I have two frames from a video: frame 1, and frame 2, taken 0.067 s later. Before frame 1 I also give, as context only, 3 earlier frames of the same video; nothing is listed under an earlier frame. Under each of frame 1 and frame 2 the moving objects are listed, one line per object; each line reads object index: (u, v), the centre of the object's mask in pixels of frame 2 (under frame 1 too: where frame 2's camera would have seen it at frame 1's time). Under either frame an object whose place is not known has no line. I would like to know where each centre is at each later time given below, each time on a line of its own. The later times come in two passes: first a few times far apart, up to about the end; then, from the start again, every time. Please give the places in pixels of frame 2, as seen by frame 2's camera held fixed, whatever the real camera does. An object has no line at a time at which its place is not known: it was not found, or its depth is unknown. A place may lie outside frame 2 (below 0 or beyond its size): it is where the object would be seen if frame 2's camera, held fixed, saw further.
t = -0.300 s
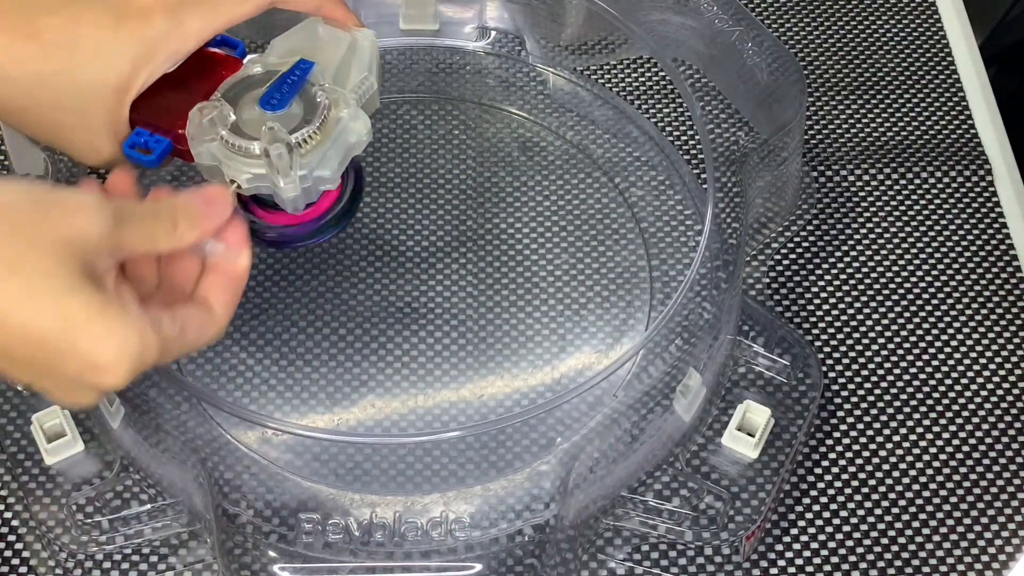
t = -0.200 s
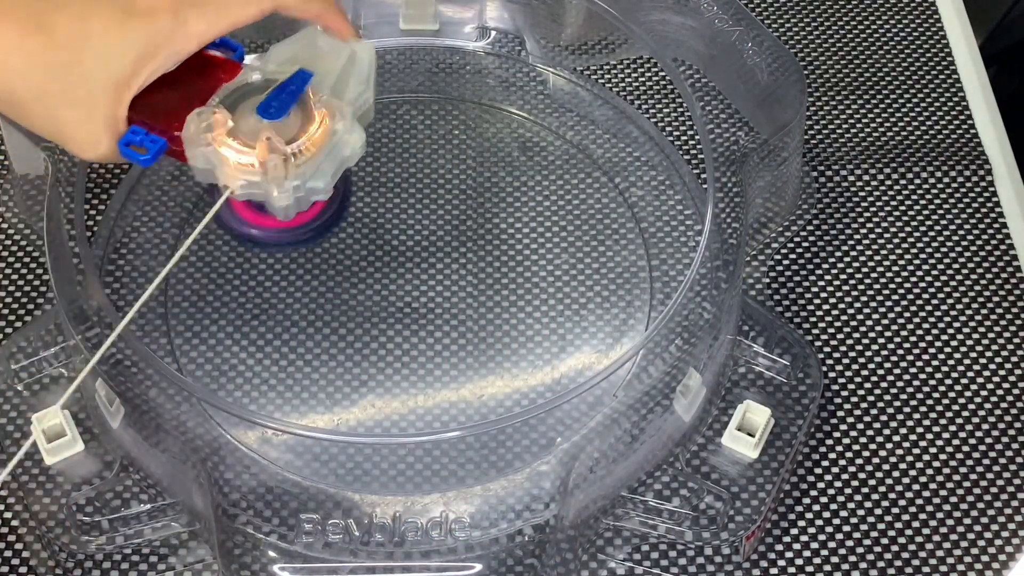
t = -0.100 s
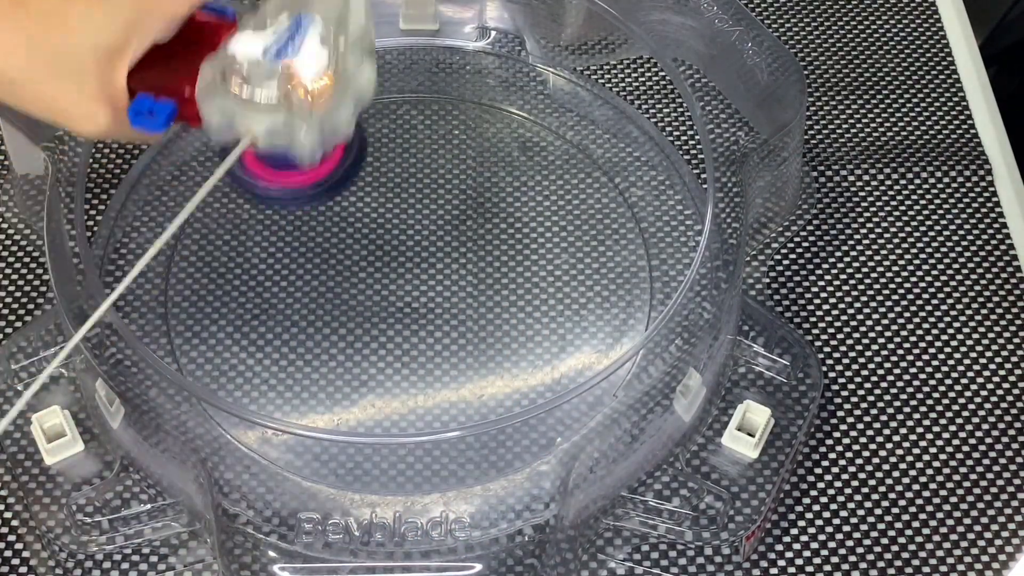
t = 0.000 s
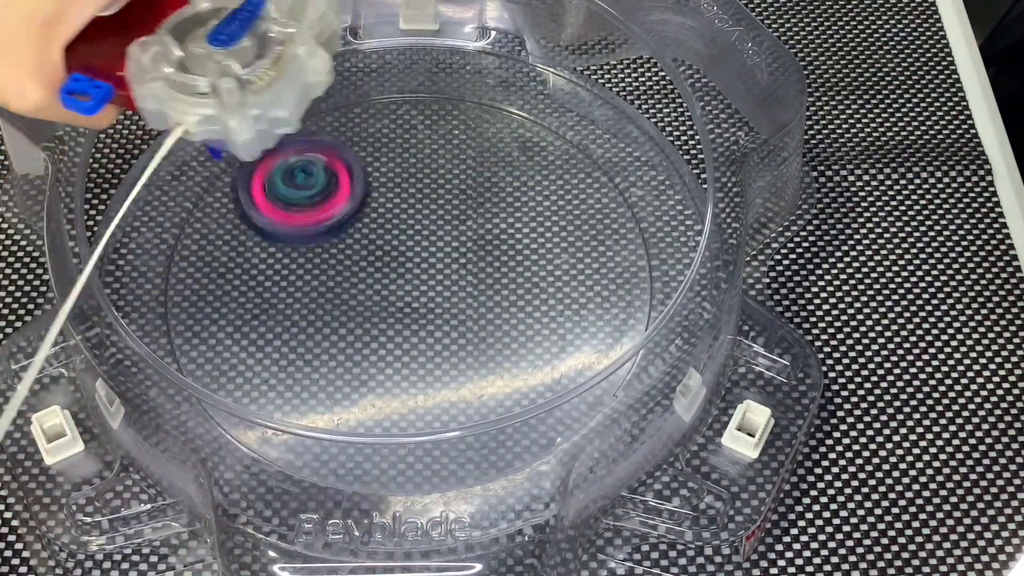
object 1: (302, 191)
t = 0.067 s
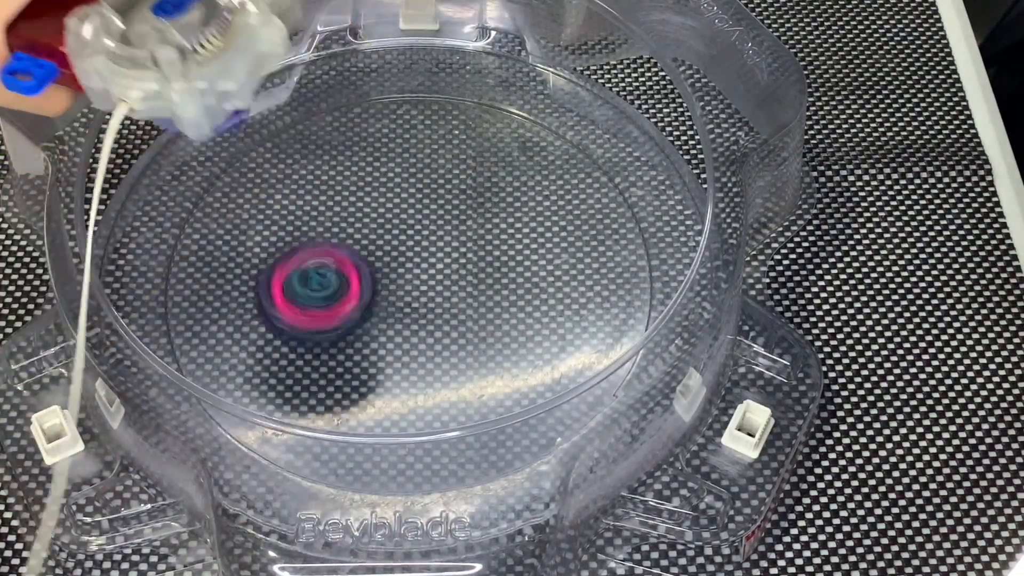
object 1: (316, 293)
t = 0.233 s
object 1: (341, 276)
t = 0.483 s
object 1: (402, 214)
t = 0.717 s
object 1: (494, 295)
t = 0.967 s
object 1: (342, 340)
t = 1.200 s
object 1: (353, 214)
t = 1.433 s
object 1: (507, 242)
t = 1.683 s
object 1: (421, 372)
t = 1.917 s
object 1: (312, 285)
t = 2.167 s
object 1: (415, 211)
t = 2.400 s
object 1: (485, 278)
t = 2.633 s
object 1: (412, 322)
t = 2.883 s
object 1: (371, 277)
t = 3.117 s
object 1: (408, 249)
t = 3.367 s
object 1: (446, 268)
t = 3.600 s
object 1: (602, 285)
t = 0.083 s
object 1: (317, 291)
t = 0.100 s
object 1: (318, 277)
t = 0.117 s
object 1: (319, 266)
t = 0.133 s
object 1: (321, 259)
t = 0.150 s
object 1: (324, 255)
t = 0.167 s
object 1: (326, 254)
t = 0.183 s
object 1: (330, 257)
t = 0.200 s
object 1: (334, 263)
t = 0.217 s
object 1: (338, 273)
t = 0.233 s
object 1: (341, 276)
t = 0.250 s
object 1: (343, 267)
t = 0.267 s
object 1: (344, 258)
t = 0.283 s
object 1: (345, 254)
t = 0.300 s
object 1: (347, 254)
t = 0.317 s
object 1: (351, 255)
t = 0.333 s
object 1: (352, 246)
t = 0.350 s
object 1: (355, 241)
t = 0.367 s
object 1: (358, 237)
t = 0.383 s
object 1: (363, 232)
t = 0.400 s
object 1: (368, 228)
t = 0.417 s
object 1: (373, 223)
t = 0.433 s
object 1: (379, 220)
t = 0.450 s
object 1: (386, 217)
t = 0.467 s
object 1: (394, 215)
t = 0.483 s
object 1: (402, 214)
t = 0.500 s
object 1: (412, 214)
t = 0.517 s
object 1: (422, 214)
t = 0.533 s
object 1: (431, 216)
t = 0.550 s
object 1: (441, 219)
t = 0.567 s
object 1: (451, 223)
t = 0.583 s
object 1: (460, 227)
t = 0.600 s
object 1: (468, 232)
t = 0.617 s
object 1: (475, 239)
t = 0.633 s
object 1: (482, 248)
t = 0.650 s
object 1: (488, 256)
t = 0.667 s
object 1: (491, 264)
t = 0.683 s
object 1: (494, 275)
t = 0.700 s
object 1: (495, 285)
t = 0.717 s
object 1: (494, 295)
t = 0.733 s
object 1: (491, 304)
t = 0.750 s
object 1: (486, 313)
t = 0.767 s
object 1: (481, 322)
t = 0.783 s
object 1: (473, 331)
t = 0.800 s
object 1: (464, 338)
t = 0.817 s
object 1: (453, 344)
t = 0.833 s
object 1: (442, 349)
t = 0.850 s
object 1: (429, 354)
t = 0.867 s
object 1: (417, 356)
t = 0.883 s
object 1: (403, 357)
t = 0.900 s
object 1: (389, 356)
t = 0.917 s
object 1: (377, 353)
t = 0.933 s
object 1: (364, 350)
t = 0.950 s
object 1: (353, 346)
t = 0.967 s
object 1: (342, 340)
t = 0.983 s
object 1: (333, 332)
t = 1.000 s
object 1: (326, 324)
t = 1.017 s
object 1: (320, 315)
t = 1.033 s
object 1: (315, 305)
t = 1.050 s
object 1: (312, 296)
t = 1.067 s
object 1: (312, 286)
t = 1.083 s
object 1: (313, 275)
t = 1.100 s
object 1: (314, 265)
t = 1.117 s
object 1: (317, 254)
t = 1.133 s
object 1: (322, 246)
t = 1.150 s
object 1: (328, 236)
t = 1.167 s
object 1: (335, 228)
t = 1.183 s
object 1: (344, 220)
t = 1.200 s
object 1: (353, 214)
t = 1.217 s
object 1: (364, 209)
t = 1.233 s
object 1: (376, 205)
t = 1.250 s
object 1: (388, 202)
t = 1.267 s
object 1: (400, 200)
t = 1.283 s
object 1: (413, 198)
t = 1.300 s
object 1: (426, 198)
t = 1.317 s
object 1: (438, 200)
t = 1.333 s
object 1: (450, 203)
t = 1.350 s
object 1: (462, 206)
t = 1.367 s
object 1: (472, 211)
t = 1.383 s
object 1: (483, 217)
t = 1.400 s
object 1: (492, 225)
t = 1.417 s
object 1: (500, 233)
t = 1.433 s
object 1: (507, 242)
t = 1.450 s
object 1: (513, 252)
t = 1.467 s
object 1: (518, 264)
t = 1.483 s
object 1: (520, 274)
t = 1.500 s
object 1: (521, 286)
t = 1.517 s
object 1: (521, 297)
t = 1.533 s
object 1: (515, 309)
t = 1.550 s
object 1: (511, 319)
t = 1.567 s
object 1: (504, 329)
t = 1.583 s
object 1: (496, 339)
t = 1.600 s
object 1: (486, 348)
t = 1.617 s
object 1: (475, 355)
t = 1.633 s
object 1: (462, 361)
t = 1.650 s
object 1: (449, 368)
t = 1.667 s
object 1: (436, 370)
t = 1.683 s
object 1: (421, 372)
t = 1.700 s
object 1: (406, 373)
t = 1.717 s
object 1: (392, 371)
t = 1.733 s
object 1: (378, 369)
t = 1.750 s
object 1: (365, 365)
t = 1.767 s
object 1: (354, 361)
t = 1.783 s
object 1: (344, 354)
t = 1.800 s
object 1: (335, 347)
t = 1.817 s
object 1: (327, 339)
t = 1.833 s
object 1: (323, 331)
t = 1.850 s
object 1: (318, 322)
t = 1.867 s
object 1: (315, 313)
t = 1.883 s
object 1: (314, 303)
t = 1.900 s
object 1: (312, 294)
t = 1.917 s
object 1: (312, 285)
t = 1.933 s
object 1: (314, 276)
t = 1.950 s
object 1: (317, 268)
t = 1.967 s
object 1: (321, 260)
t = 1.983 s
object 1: (326, 252)
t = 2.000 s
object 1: (331, 245)
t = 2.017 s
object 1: (337, 238)
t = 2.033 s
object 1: (344, 232)
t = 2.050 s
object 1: (352, 227)
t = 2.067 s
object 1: (361, 223)
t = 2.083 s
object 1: (370, 219)
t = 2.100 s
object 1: (379, 216)
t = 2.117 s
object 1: (387, 213)
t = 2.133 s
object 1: (397, 212)
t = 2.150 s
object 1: (406, 211)
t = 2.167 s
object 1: (415, 211)
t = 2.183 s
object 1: (425, 212)
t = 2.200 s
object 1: (433, 213)
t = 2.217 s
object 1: (441, 215)
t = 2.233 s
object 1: (450, 218)
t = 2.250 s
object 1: (456, 222)
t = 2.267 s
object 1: (463, 227)
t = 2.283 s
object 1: (469, 232)
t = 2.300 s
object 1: (474, 237)
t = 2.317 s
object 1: (479, 243)
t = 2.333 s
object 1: (482, 250)
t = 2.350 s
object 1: (485, 257)
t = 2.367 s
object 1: (485, 263)
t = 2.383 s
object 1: (486, 271)
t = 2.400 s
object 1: (485, 278)
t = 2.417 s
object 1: (484, 284)
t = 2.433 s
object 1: (481, 290)
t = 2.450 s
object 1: (478, 295)
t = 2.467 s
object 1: (473, 300)
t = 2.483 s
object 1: (468, 305)
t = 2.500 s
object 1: (462, 308)
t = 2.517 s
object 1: (457, 313)
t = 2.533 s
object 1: (451, 315)
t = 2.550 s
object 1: (445, 317)
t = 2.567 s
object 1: (438, 319)
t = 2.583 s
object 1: (432, 320)
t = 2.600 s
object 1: (425, 321)
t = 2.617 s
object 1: (419, 321)
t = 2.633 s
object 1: (412, 322)
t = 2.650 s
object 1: (406, 321)
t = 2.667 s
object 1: (401, 320)
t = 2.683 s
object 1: (396, 318)
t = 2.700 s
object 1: (390, 315)
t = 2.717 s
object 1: (386, 312)
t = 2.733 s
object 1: (382, 309)
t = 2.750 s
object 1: (378, 306)
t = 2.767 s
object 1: (376, 304)
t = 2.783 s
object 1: (374, 300)
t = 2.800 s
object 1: (373, 297)
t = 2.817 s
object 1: (372, 292)
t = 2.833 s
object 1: (371, 288)
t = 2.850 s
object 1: (371, 284)
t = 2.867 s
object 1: (371, 280)
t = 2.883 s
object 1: (371, 277)
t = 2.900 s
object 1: (373, 274)
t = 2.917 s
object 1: (375, 271)
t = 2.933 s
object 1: (376, 268)
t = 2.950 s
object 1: (379, 265)
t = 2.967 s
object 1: (381, 262)
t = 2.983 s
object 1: (384, 259)
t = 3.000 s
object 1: (387, 257)
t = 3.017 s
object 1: (389, 255)
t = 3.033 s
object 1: (393, 253)
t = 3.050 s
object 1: (395, 252)
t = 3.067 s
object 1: (399, 250)
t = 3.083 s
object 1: (402, 250)
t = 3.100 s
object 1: (405, 249)
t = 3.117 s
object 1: (408, 249)
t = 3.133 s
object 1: (412, 249)
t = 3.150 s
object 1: (415, 249)
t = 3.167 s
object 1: (418, 249)
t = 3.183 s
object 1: (421, 250)
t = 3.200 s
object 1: (425, 250)
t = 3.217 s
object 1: (428, 251)
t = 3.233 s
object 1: (432, 252)
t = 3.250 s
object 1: (436, 252)
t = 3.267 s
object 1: (439, 254)
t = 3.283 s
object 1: (441, 254)
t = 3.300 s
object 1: (443, 257)
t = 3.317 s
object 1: (443, 259)
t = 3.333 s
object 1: (444, 262)
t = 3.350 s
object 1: (445, 264)
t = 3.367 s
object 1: (446, 268)
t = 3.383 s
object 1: (449, 271)
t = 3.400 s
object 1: (463, 271)
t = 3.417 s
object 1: (483, 268)
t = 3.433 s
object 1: (502, 267)
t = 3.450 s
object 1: (522, 266)
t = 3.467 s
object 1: (538, 264)
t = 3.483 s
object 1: (552, 265)
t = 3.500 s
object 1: (566, 265)
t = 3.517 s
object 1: (576, 266)
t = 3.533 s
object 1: (586, 269)
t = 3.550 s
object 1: (592, 271)
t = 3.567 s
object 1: (596, 274)
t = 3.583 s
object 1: (600, 278)
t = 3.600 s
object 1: (602, 285)
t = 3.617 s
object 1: (603, 290)
